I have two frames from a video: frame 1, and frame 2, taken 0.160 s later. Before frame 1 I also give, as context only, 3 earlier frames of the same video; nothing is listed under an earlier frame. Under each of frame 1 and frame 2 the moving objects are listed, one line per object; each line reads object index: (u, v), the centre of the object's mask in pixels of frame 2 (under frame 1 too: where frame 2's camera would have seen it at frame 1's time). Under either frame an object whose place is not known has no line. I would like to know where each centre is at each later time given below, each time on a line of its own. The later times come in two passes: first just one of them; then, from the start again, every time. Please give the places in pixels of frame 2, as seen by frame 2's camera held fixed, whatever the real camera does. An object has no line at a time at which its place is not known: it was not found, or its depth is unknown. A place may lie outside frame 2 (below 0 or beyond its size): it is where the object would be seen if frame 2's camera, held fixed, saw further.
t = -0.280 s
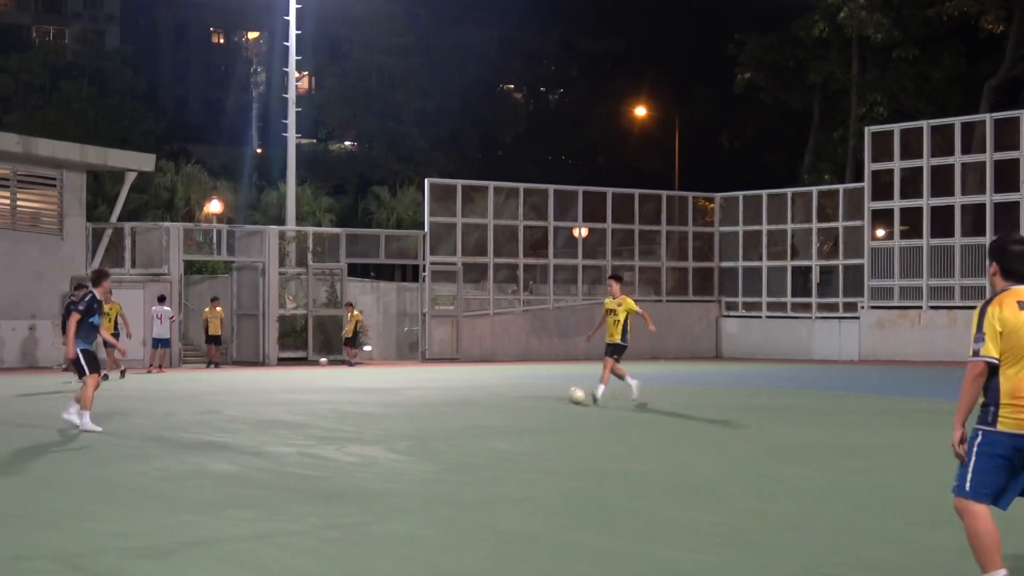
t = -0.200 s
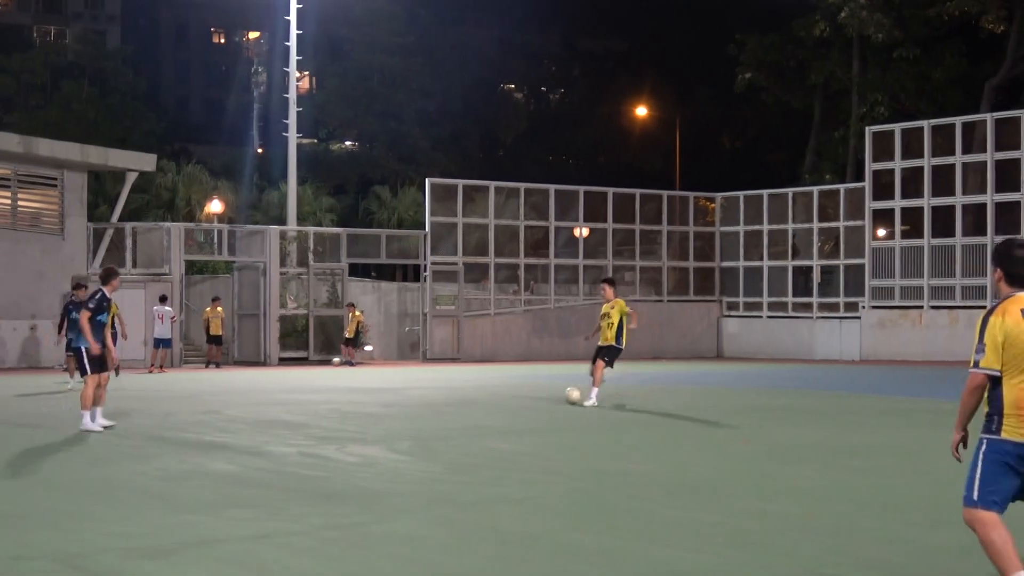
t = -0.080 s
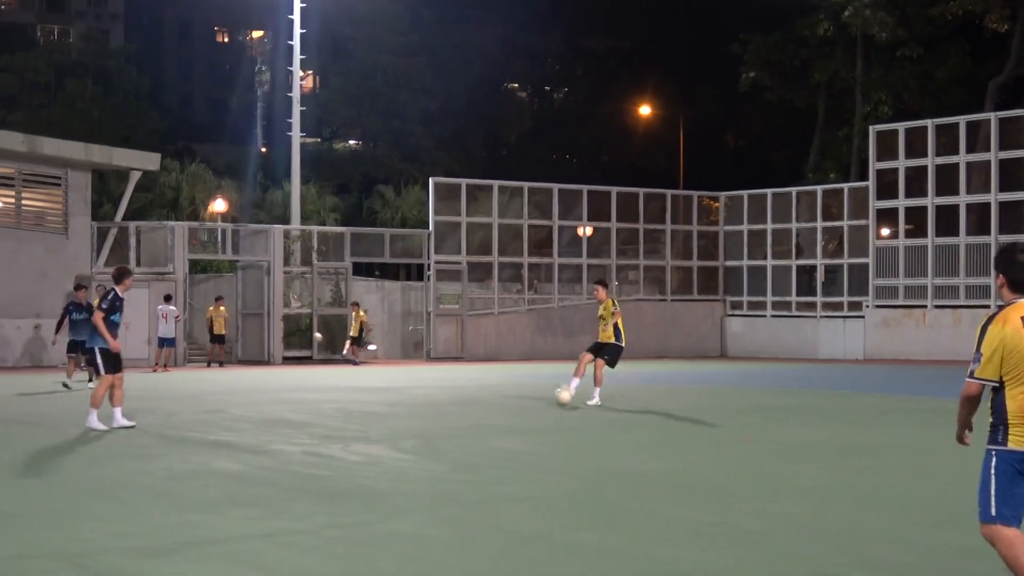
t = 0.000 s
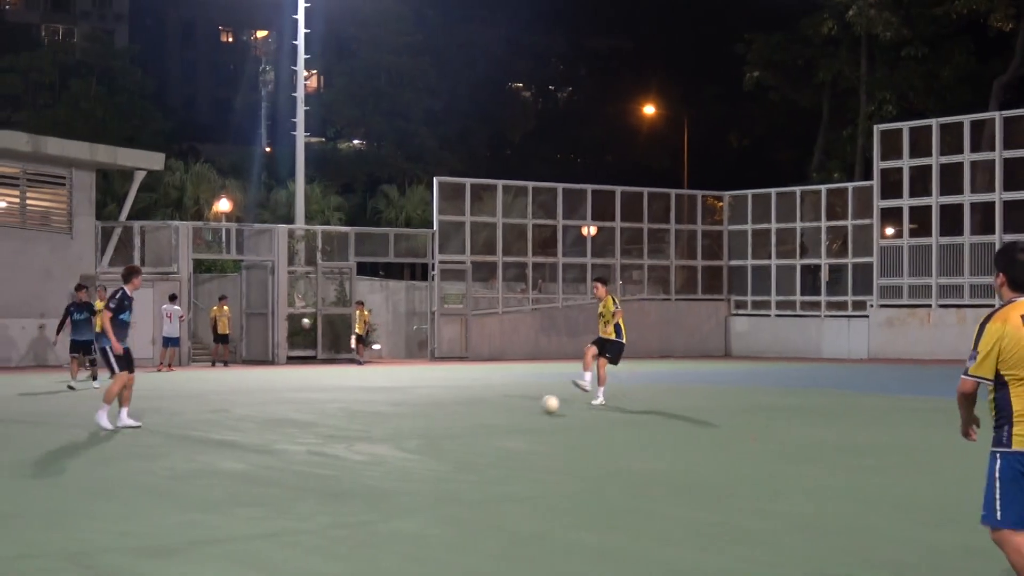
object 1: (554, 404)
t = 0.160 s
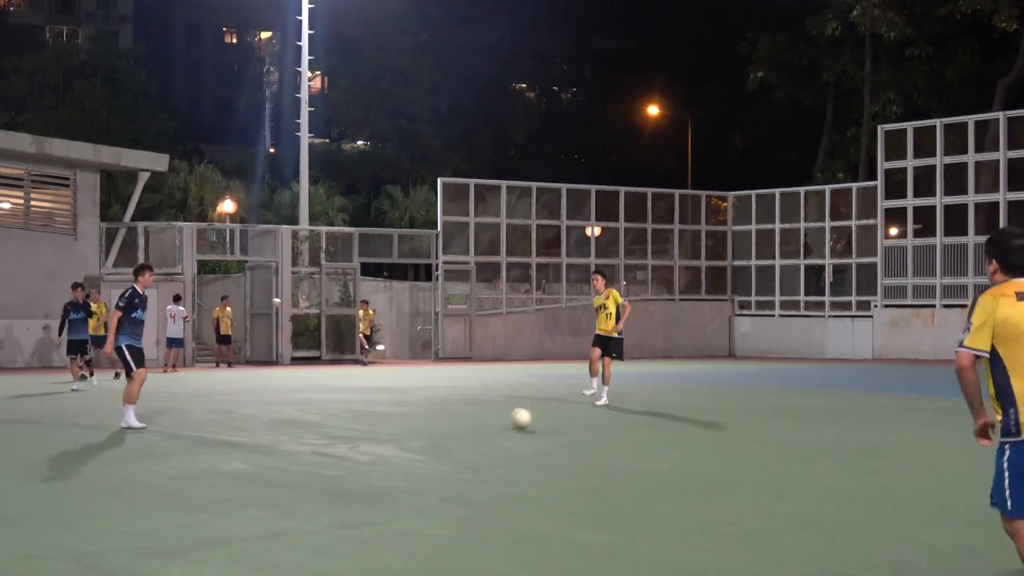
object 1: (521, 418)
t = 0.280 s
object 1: (497, 430)
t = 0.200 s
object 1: (513, 419)
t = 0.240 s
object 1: (505, 423)
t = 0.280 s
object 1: (497, 430)
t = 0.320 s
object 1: (488, 431)
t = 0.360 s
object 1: (480, 435)
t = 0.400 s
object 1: (472, 441)
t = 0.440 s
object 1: (463, 445)
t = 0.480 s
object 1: (455, 445)
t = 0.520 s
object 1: (448, 447)
